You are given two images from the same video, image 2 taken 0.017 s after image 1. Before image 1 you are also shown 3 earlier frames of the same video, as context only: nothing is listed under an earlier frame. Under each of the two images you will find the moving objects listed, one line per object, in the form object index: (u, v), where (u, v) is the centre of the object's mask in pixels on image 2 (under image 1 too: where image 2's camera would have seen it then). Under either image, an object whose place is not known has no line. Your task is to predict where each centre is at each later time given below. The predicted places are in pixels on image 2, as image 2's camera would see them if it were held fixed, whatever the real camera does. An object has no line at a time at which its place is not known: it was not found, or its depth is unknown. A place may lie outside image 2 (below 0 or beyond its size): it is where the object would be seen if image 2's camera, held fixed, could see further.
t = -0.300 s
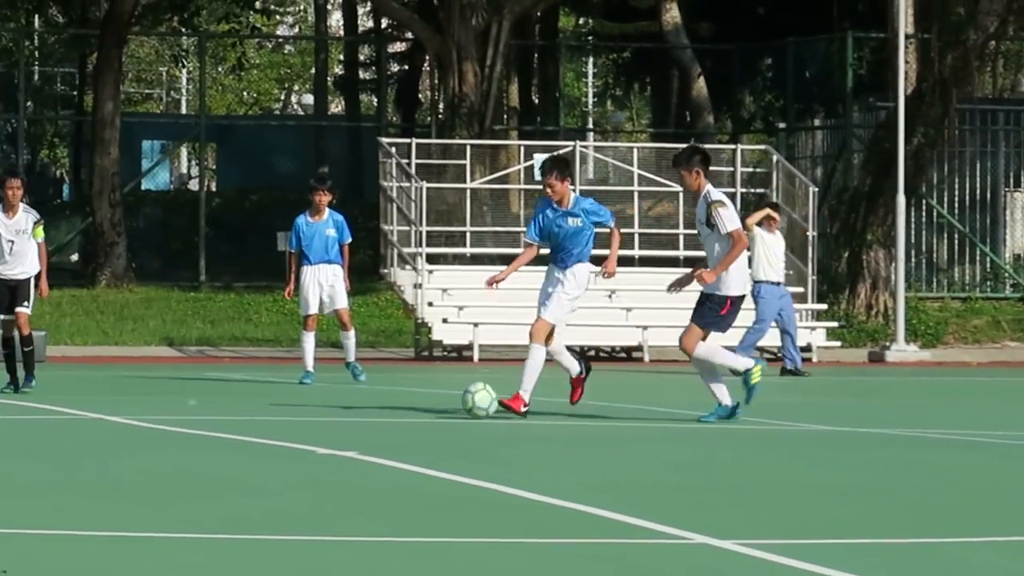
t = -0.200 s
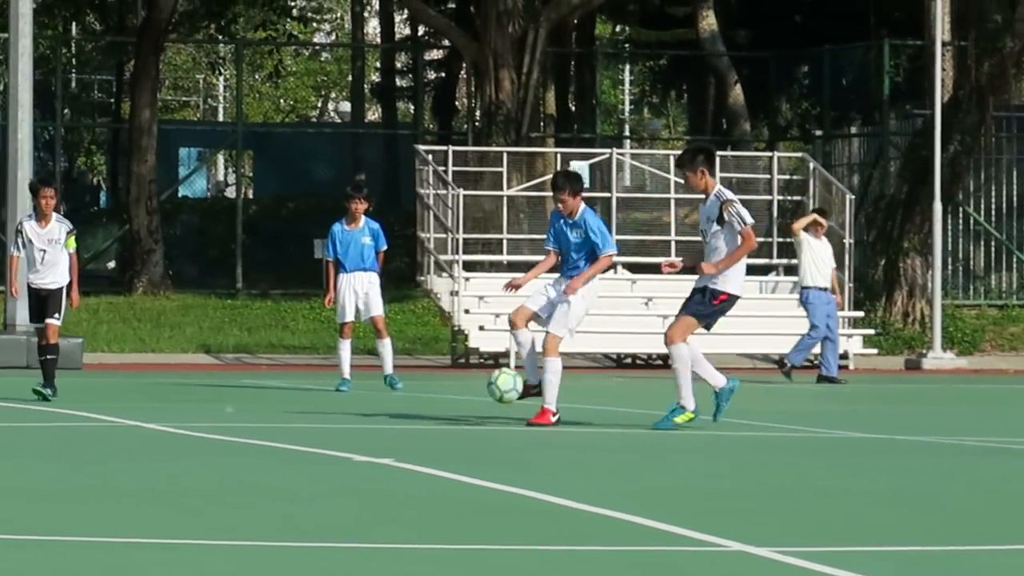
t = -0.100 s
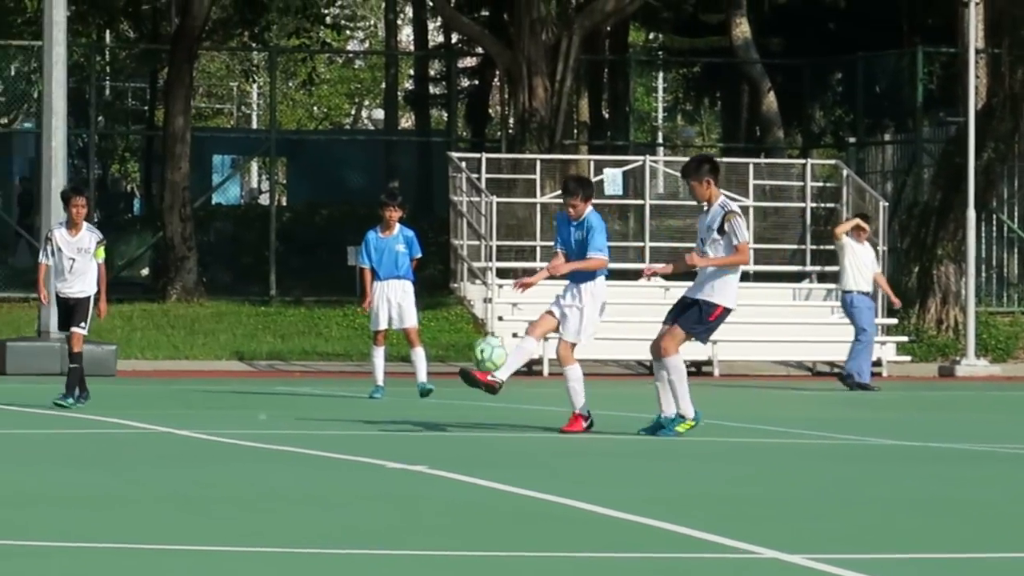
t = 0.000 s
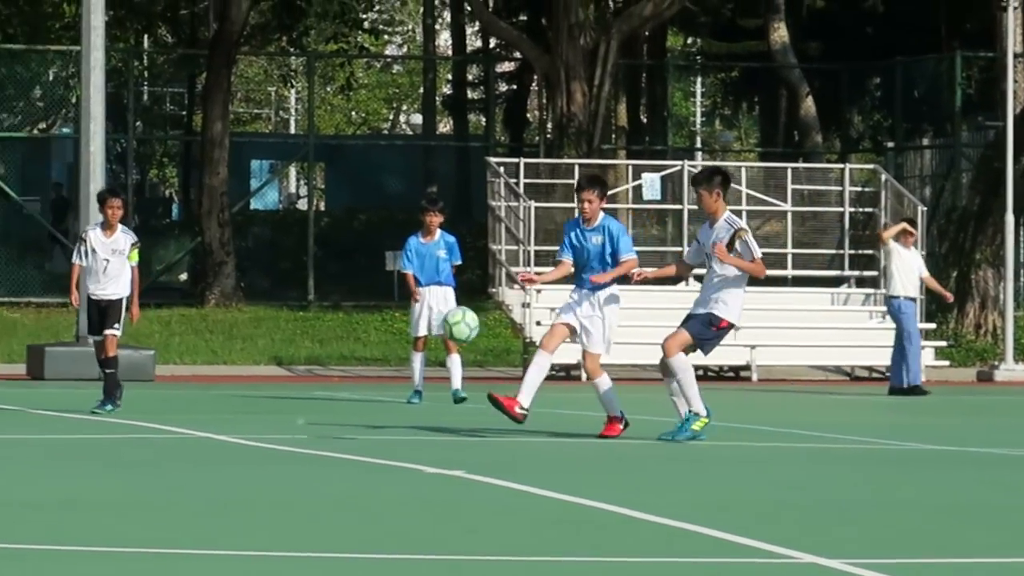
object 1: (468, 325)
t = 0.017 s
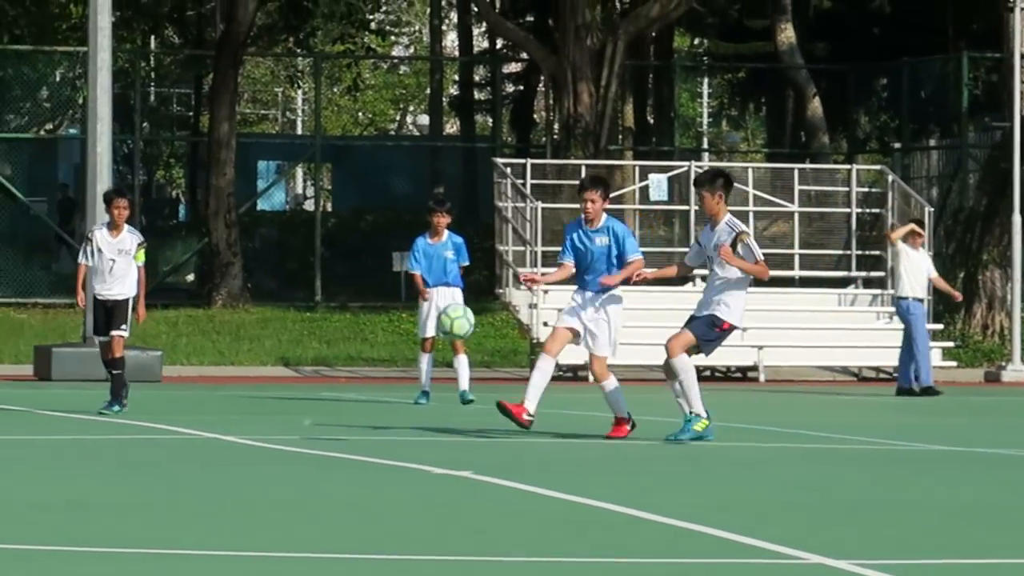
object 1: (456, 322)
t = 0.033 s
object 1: (445, 316)
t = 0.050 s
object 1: (432, 314)
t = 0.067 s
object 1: (422, 311)
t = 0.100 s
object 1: (399, 305)
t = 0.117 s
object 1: (388, 304)
